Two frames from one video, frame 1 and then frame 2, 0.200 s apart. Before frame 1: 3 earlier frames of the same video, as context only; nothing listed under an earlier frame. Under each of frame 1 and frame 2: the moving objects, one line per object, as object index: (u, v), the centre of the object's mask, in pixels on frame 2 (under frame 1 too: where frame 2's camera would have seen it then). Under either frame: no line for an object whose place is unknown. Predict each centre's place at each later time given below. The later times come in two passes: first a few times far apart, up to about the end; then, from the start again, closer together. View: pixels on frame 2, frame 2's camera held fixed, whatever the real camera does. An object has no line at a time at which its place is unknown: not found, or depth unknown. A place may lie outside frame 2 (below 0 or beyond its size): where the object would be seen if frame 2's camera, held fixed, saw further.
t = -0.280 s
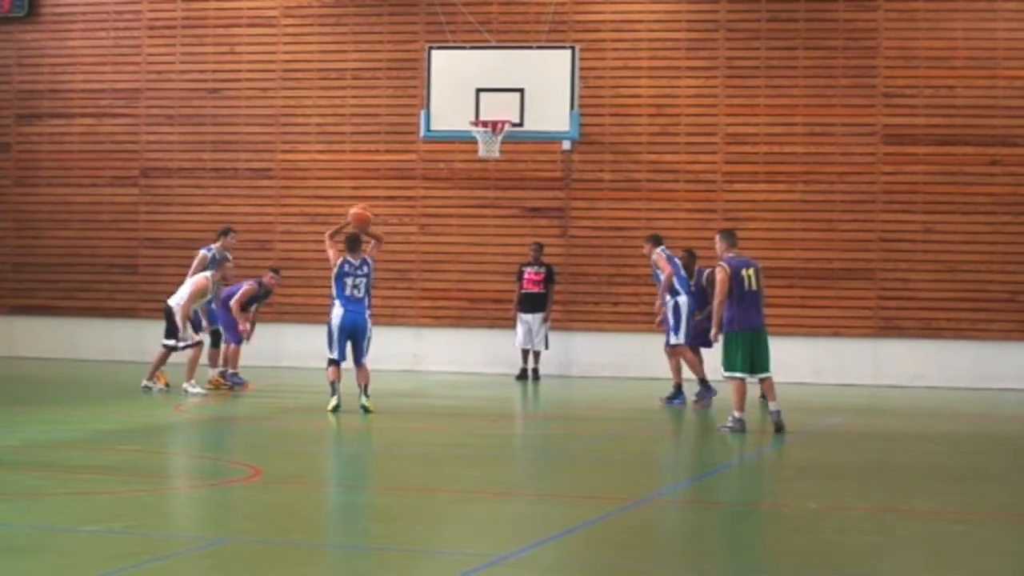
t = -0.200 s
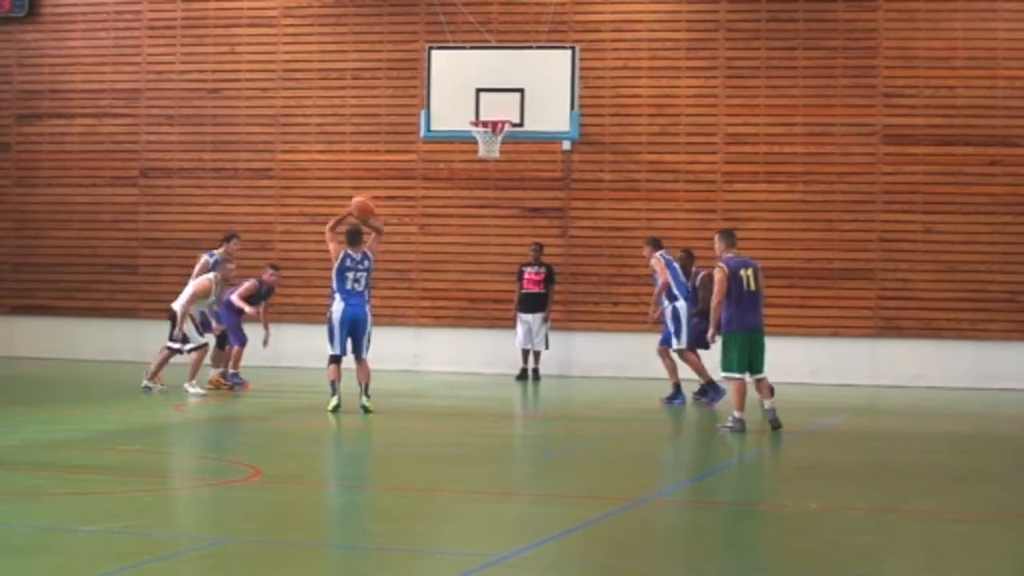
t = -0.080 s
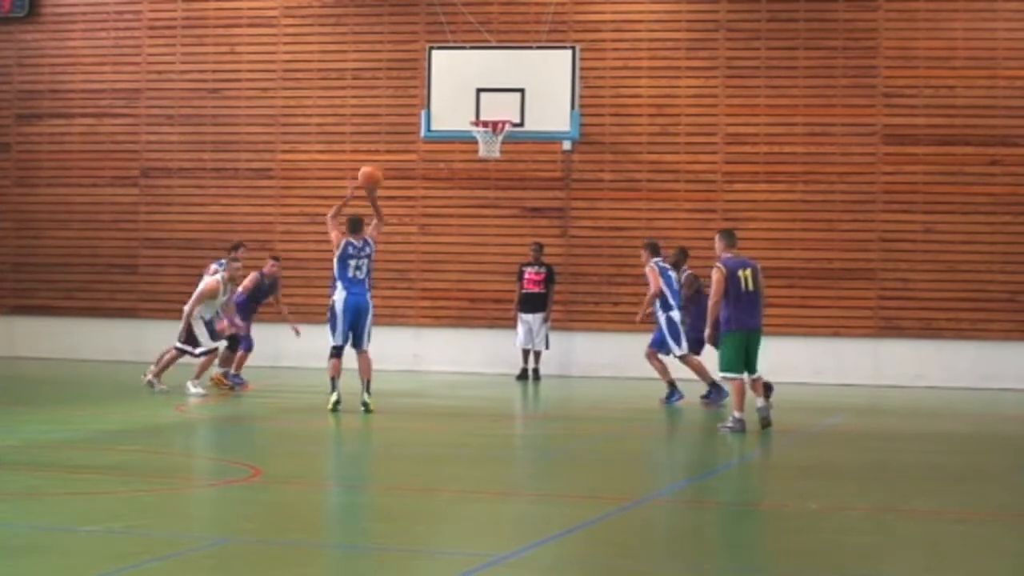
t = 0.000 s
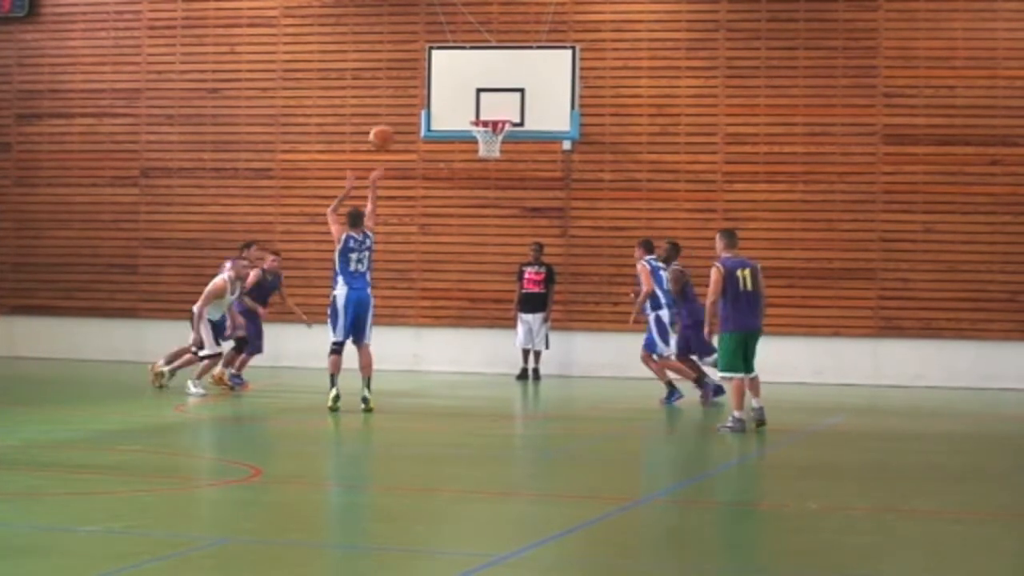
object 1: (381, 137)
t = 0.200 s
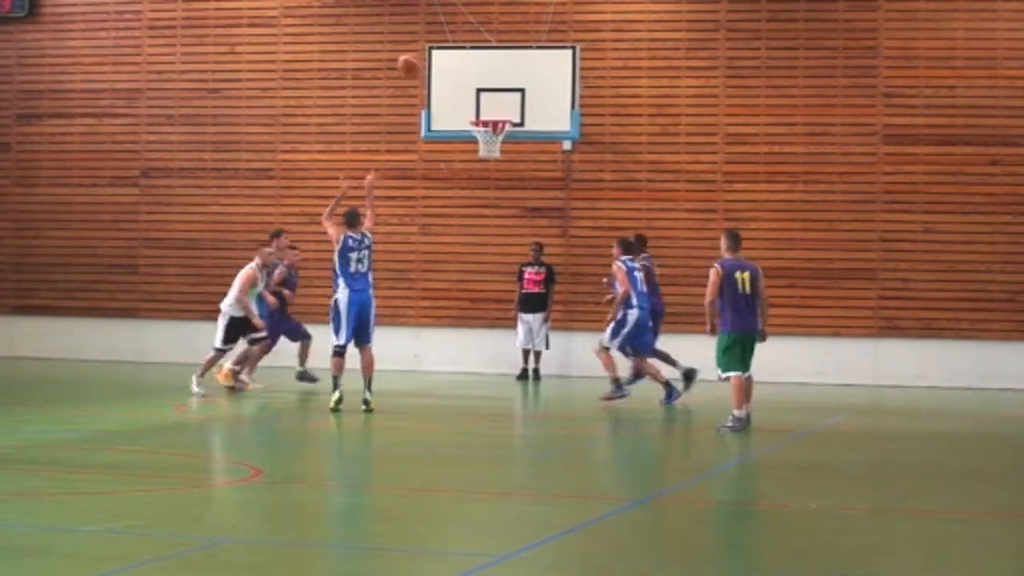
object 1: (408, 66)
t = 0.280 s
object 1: (418, 46)
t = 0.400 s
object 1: (435, 30)
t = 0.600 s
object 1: (458, 35)
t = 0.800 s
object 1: (479, 74)
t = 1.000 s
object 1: (490, 115)
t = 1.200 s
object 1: (494, 91)
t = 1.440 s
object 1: (495, 89)
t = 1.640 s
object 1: (496, 104)
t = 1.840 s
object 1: (495, 88)
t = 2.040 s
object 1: (492, 105)
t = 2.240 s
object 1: (489, 101)
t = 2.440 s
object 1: (486, 107)
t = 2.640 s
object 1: (484, 110)
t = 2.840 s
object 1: (481, 110)
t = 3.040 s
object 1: (476, 113)
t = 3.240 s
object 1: (465, 125)
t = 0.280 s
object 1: (418, 46)
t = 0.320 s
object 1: (424, 38)
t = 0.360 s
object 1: (429, 34)
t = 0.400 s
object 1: (435, 30)
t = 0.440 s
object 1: (440, 29)
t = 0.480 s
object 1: (444, 28)
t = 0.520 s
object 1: (448, 28)
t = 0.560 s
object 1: (453, 30)
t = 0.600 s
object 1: (458, 35)
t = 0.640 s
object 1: (462, 40)
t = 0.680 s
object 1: (466, 47)
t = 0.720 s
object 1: (472, 55)
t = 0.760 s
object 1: (476, 64)
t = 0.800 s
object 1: (479, 74)
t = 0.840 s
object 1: (484, 86)
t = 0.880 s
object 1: (488, 98)
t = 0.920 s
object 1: (492, 112)
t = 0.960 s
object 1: (491, 115)
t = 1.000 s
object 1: (490, 115)
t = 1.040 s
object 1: (492, 113)
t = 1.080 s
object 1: (494, 111)
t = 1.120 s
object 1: (493, 103)
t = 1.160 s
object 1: (493, 96)
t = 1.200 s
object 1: (494, 91)
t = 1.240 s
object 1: (494, 87)
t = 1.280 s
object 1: (495, 85)
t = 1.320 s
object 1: (495, 84)
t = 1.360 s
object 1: (495, 84)
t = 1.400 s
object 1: (495, 85)
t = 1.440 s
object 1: (495, 89)
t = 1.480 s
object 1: (496, 93)
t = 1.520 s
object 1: (496, 99)
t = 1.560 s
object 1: (497, 106)
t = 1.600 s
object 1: (497, 111)
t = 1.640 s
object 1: (496, 104)
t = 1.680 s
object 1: (496, 98)
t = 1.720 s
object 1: (495, 93)
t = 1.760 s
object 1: (496, 90)
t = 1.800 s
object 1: (495, 89)
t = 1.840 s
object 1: (495, 88)
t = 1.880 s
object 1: (495, 89)
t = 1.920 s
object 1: (494, 91)
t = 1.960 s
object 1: (494, 94)
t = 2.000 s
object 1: (493, 99)
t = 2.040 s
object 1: (492, 105)
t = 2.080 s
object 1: (492, 110)
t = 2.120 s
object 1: (491, 107)
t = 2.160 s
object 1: (490, 104)
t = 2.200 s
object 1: (489, 102)
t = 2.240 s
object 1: (489, 101)
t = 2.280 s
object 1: (487, 102)
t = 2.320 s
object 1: (487, 104)
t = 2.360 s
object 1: (486, 107)
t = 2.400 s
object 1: (485, 110)
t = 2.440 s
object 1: (486, 107)
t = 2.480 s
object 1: (485, 105)
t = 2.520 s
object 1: (485, 105)
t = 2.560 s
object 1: (485, 105)
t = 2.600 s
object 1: (485, 107)
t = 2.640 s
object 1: (484, 110)
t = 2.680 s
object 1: (483, 110)
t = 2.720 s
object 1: (484, 108)
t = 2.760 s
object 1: (483, 107)
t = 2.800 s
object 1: (482, 108)
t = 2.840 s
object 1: (481, 110)
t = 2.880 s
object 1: (480, 111)
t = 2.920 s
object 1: (480, 111)
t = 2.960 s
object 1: (479, 112)
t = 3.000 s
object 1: (477, 112)
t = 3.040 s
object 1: (476, 113)
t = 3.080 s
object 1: (474, 117)
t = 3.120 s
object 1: (472, 118)
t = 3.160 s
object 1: (469, 120)
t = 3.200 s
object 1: (466, 123)
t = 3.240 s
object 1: (465, 125)
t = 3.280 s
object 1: (462, 127)
